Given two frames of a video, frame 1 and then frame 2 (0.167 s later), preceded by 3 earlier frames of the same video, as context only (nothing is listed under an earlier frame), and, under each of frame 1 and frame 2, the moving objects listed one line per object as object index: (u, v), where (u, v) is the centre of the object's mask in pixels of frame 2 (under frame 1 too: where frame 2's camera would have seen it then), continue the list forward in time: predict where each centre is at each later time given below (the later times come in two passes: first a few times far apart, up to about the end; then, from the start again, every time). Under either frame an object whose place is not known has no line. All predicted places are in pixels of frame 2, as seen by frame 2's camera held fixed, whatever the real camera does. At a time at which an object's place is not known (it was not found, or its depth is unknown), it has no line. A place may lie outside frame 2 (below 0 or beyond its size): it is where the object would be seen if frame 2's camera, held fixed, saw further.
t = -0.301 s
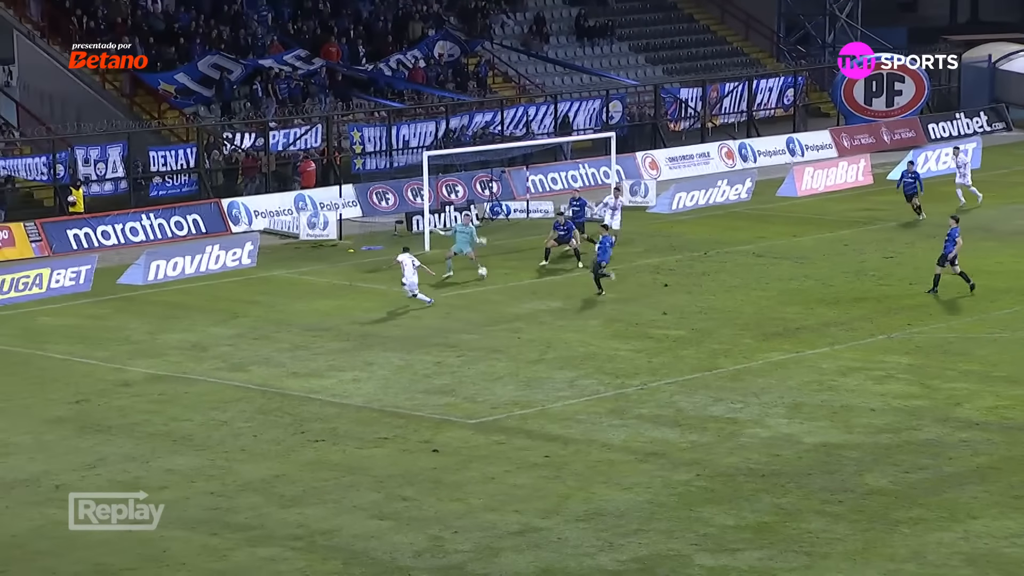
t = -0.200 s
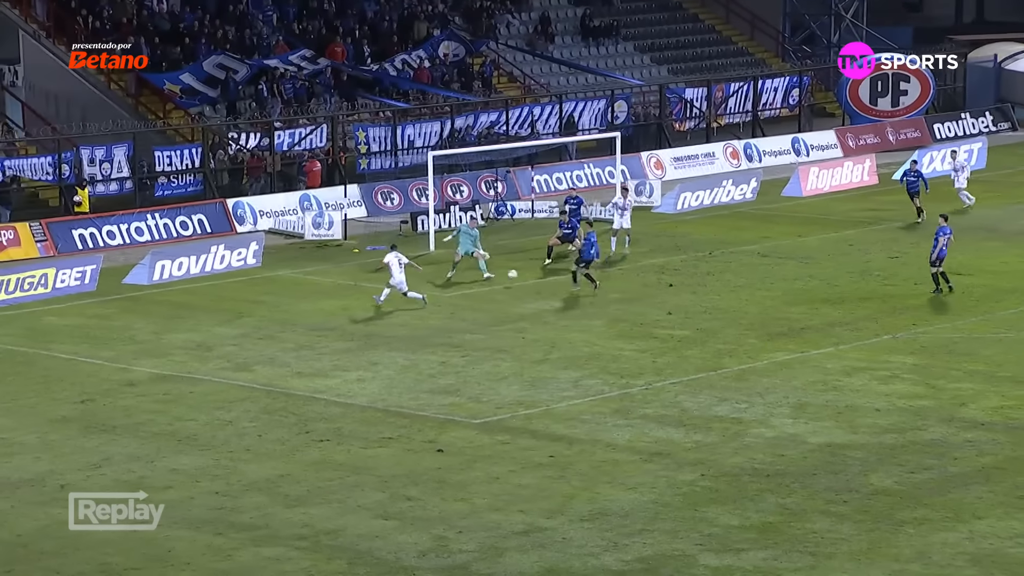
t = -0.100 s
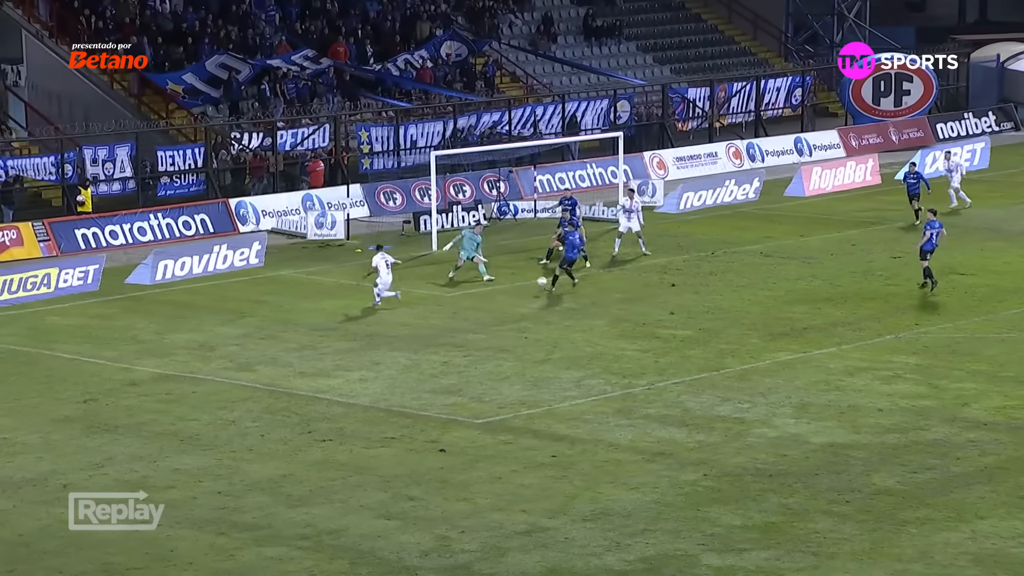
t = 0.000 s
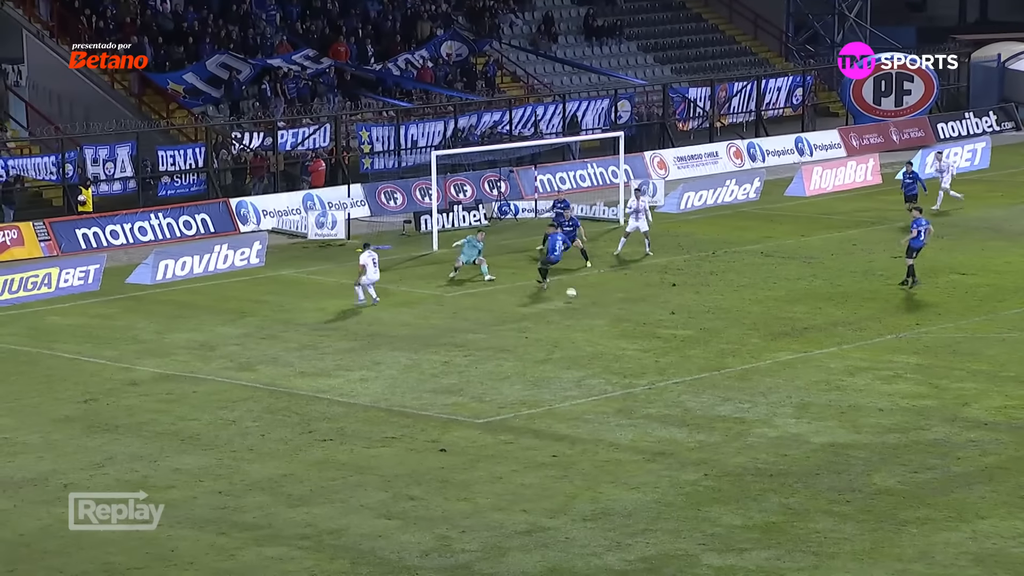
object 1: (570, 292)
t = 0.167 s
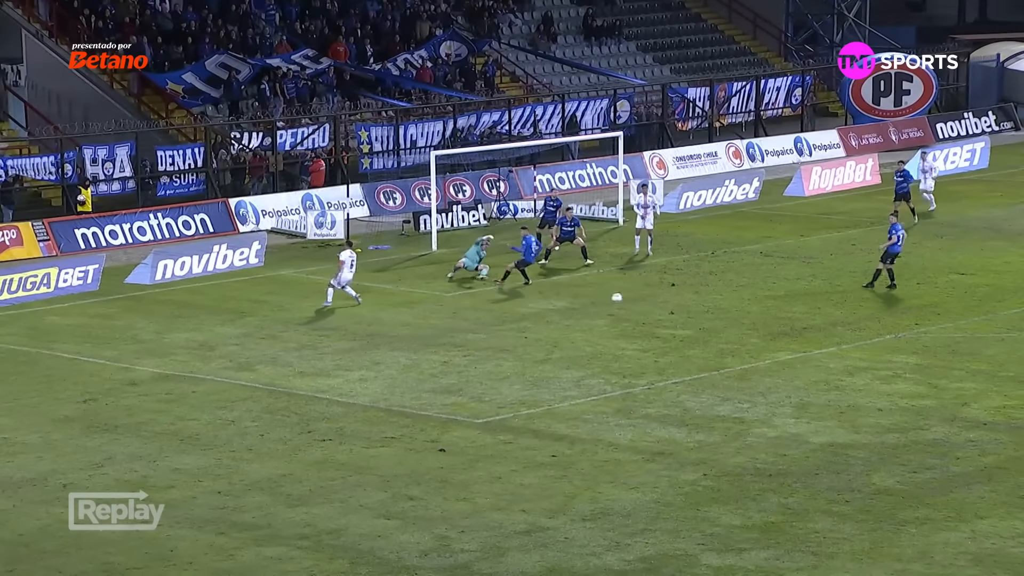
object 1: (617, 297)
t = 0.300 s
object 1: (655, 303)
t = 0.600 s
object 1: (741, 328)
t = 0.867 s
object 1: (810, 343)
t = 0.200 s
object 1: (626, 298)
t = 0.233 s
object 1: (636, 300)
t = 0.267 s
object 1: (645, 301)
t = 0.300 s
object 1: (655, 303)
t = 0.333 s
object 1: (665, 306)
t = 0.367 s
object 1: (674, 310)
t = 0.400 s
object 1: (685, 313)
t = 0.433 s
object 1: (694, 317)
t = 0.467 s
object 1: (705, 323)
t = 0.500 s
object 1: (715, 328)
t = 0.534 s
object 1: (723, 327)
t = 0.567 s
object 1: (732, 327)
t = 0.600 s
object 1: (741, 328)
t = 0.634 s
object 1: (750, 328)
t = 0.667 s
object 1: (758, 330)
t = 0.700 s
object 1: (767, 332)
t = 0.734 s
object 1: (776, 335)
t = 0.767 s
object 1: (785, 338)
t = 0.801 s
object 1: (794, 342)
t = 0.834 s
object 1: (803, 345)
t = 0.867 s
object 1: (810, 343)
